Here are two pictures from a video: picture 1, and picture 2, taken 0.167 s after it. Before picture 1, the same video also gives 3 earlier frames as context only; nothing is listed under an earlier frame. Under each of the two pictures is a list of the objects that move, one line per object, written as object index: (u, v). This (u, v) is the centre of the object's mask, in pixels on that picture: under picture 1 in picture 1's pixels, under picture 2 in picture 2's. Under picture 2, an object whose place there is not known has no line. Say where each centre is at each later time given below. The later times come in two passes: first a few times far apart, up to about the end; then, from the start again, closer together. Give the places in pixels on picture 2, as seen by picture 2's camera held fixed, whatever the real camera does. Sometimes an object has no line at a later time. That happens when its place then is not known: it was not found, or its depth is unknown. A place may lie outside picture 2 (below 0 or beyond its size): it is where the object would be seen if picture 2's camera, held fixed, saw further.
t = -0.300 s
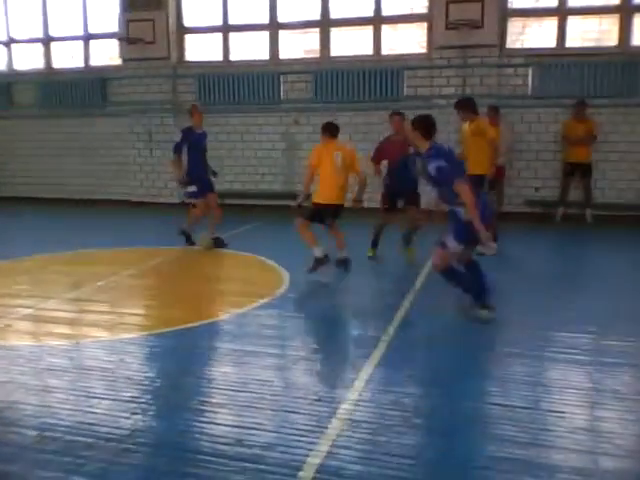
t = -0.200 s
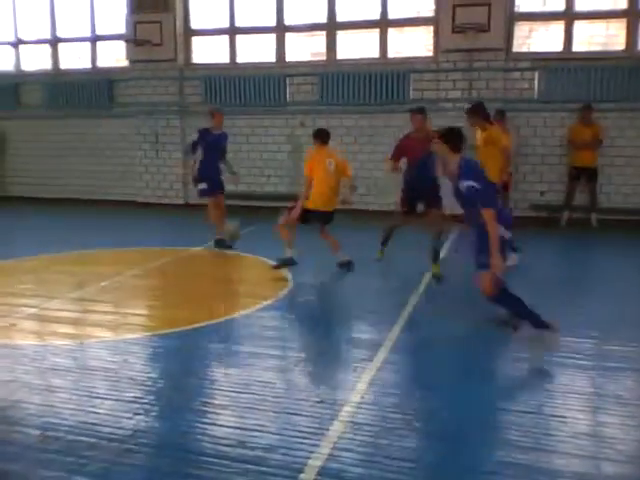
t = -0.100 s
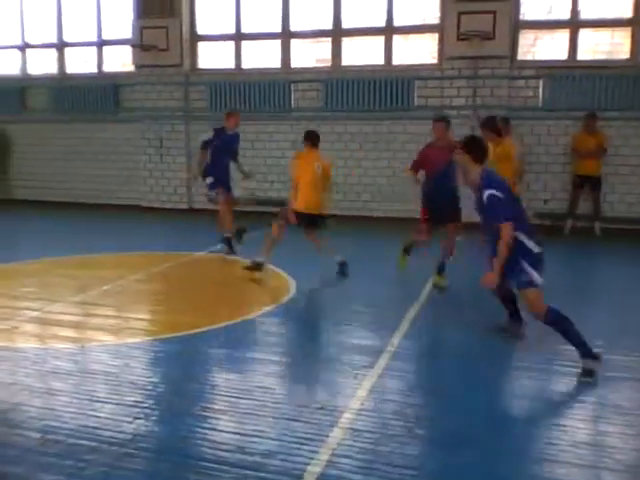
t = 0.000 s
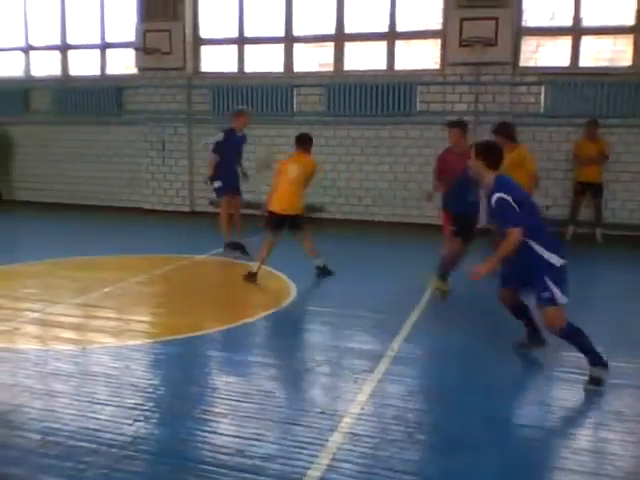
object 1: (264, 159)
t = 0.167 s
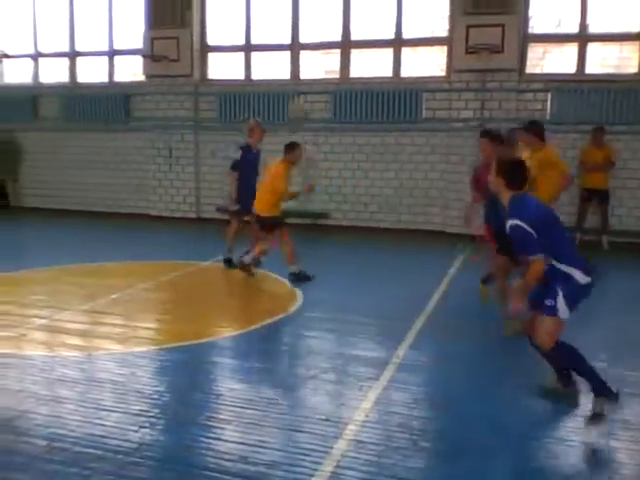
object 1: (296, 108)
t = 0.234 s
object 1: (310, 96)
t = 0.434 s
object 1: (371, 63)
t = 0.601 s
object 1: (448, 83)
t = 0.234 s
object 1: (310, 96)
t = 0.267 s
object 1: (323, 83)
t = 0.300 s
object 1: (332, 78)
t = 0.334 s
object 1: (339, 73)
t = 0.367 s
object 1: (349, 68)
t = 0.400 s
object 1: (359, 64)
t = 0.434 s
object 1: (371, 63)
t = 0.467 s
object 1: (385, 61)
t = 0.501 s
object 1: (397, 64)
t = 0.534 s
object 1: (412, 68)
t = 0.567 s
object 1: (427, 70)
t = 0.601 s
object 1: (448, 83)
